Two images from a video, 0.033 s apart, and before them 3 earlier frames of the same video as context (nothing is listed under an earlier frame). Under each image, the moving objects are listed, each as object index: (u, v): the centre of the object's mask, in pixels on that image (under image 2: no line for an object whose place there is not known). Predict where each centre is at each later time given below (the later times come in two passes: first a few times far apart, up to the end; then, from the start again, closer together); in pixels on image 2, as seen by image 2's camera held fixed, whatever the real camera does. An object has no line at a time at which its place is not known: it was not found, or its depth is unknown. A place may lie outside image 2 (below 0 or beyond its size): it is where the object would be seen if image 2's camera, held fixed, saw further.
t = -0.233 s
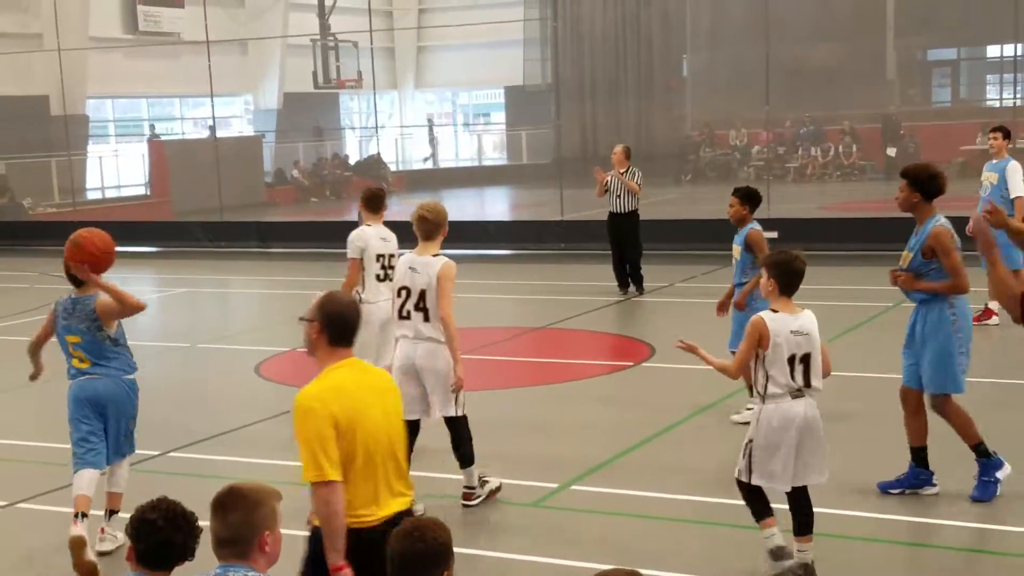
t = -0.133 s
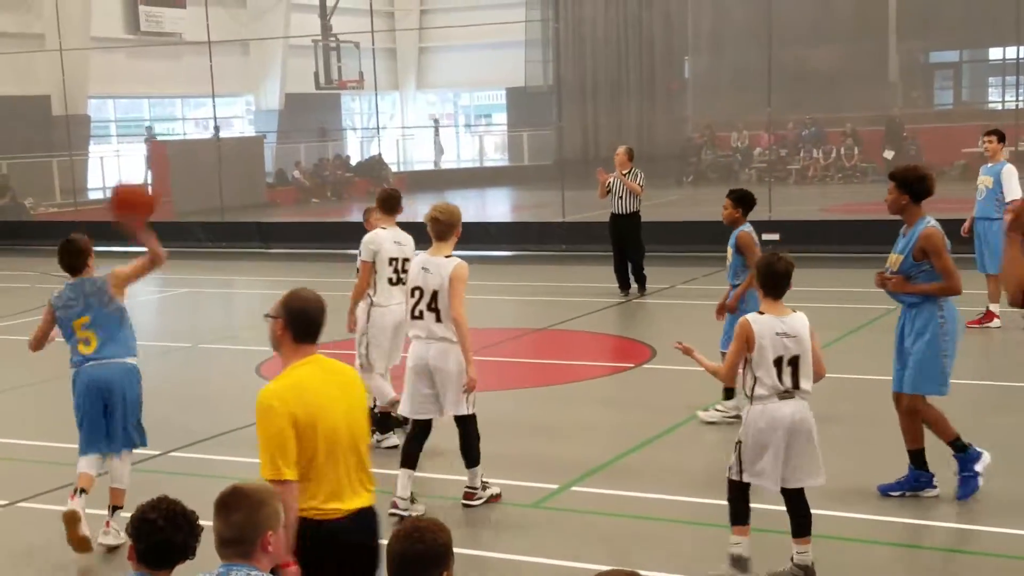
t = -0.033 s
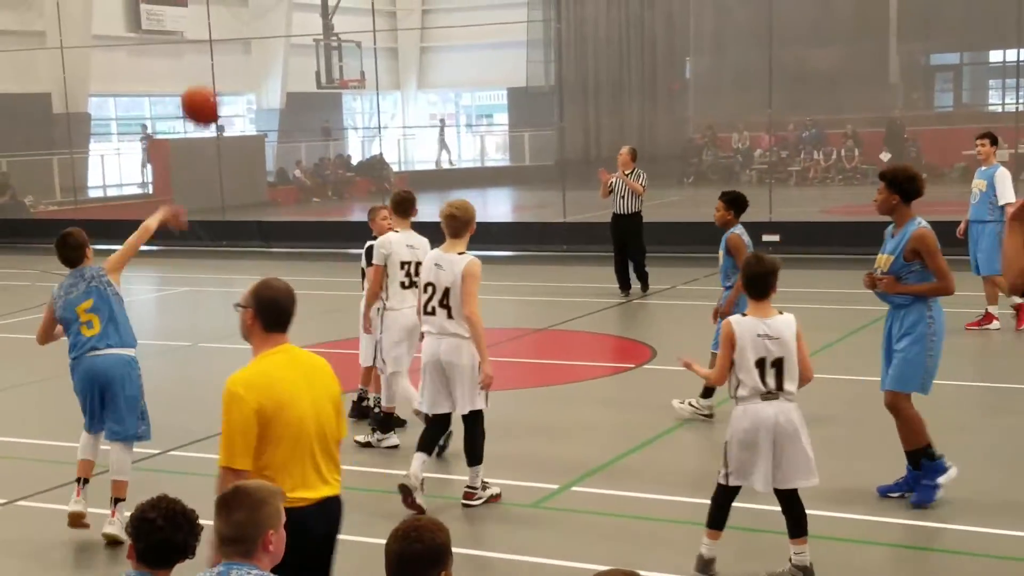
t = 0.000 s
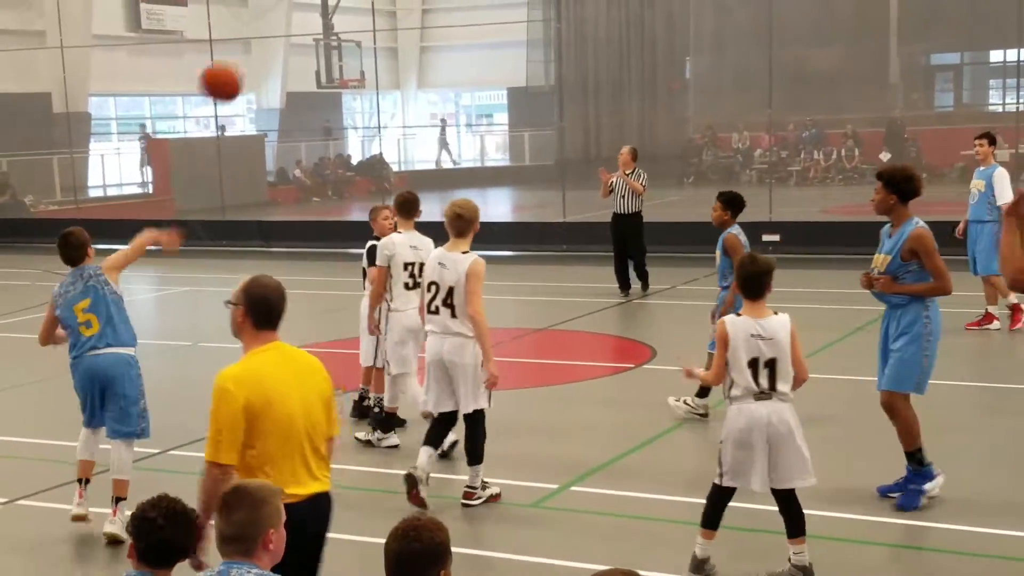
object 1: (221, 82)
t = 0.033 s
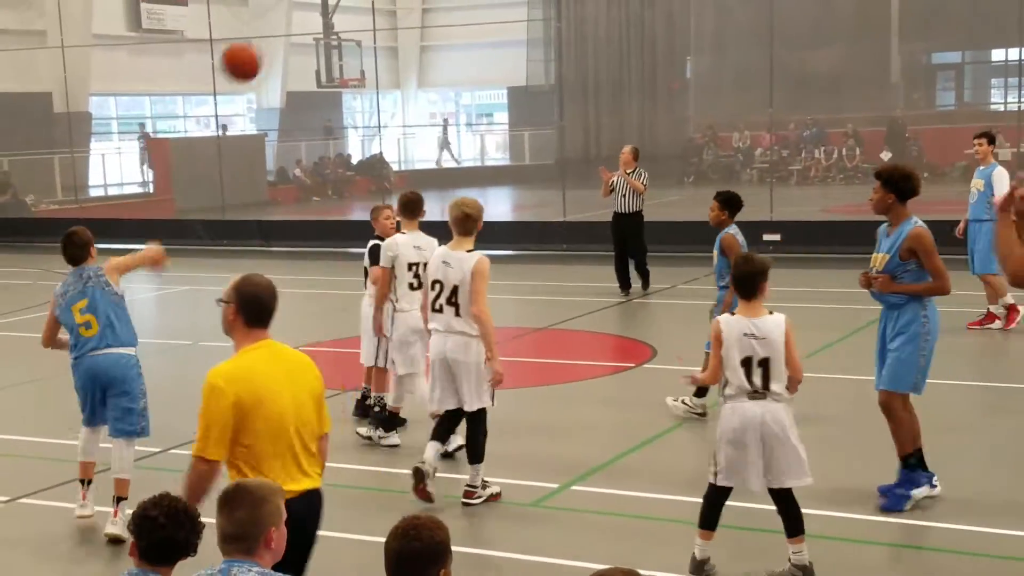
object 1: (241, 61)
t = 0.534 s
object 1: (441, 14)
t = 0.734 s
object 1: (490, 70)
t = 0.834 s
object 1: (511, 108)
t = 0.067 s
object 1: (259, 45)
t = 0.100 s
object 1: (277, 30)
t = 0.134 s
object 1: (293, 19)
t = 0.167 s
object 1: (310, 14)
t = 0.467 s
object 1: (421, 10)
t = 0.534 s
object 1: (441, 14)
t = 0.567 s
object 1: (450, 19)
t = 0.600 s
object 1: (458, 28)
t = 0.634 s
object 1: (467, 37)
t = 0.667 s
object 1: (474, 47)
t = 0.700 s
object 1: (482, 58)
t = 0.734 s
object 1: (490, 70)
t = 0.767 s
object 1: (497, 82)
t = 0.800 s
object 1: (504, 95)
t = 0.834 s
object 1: (511, 108)
